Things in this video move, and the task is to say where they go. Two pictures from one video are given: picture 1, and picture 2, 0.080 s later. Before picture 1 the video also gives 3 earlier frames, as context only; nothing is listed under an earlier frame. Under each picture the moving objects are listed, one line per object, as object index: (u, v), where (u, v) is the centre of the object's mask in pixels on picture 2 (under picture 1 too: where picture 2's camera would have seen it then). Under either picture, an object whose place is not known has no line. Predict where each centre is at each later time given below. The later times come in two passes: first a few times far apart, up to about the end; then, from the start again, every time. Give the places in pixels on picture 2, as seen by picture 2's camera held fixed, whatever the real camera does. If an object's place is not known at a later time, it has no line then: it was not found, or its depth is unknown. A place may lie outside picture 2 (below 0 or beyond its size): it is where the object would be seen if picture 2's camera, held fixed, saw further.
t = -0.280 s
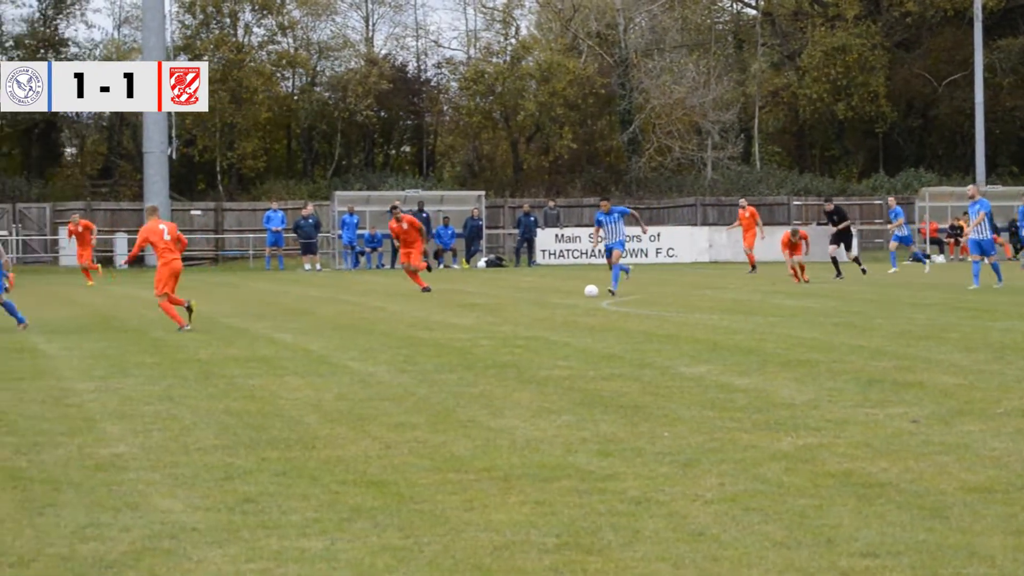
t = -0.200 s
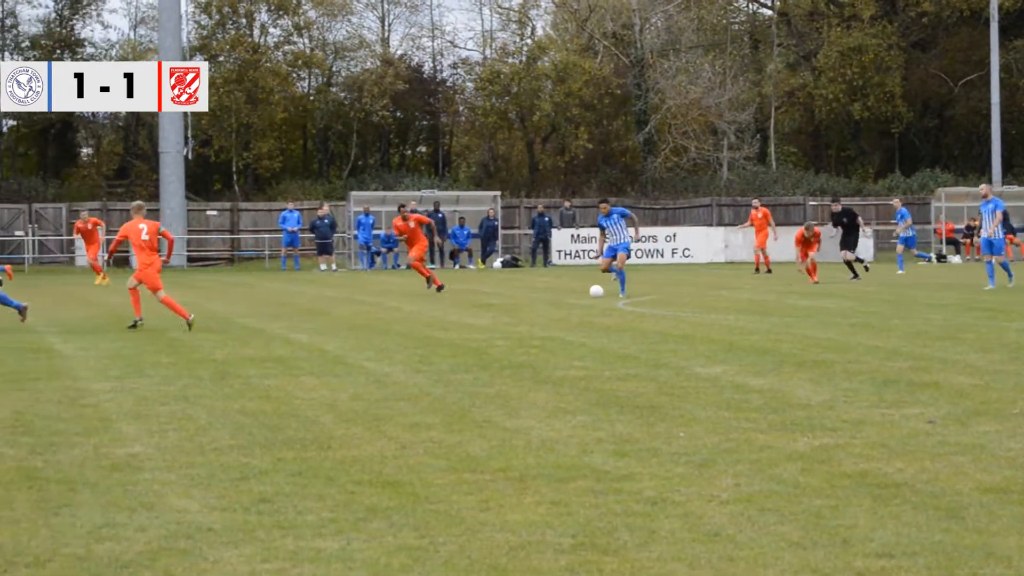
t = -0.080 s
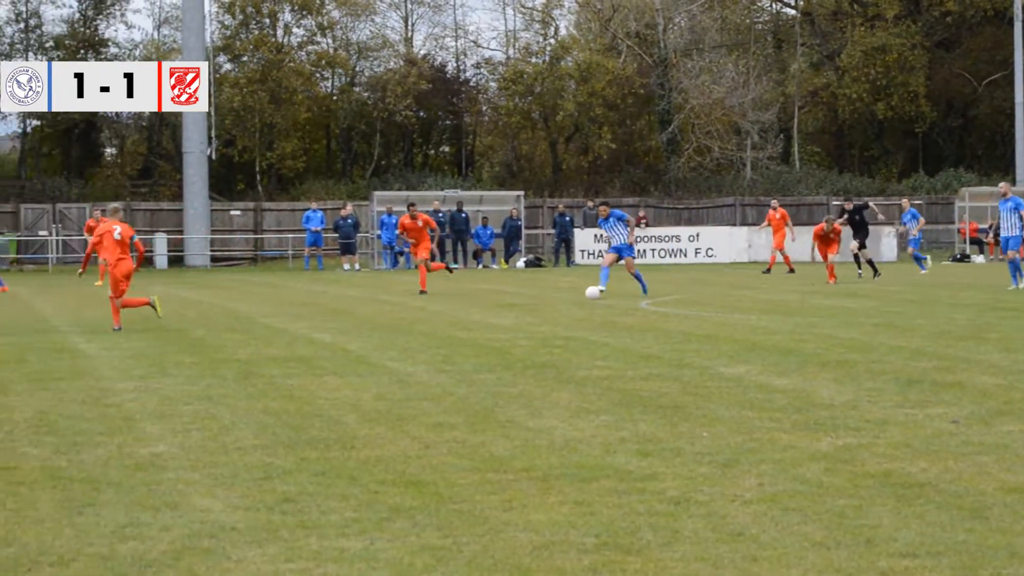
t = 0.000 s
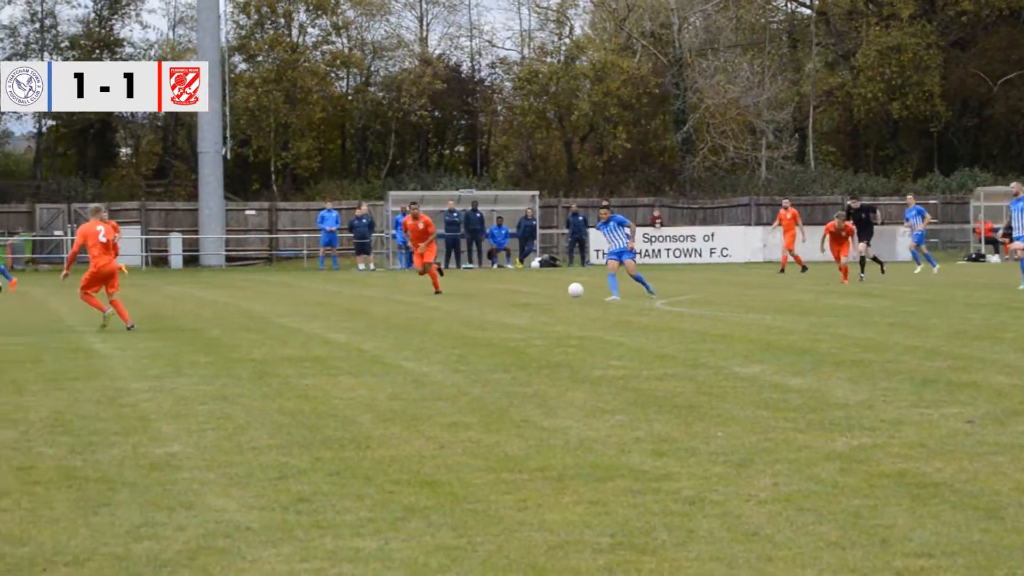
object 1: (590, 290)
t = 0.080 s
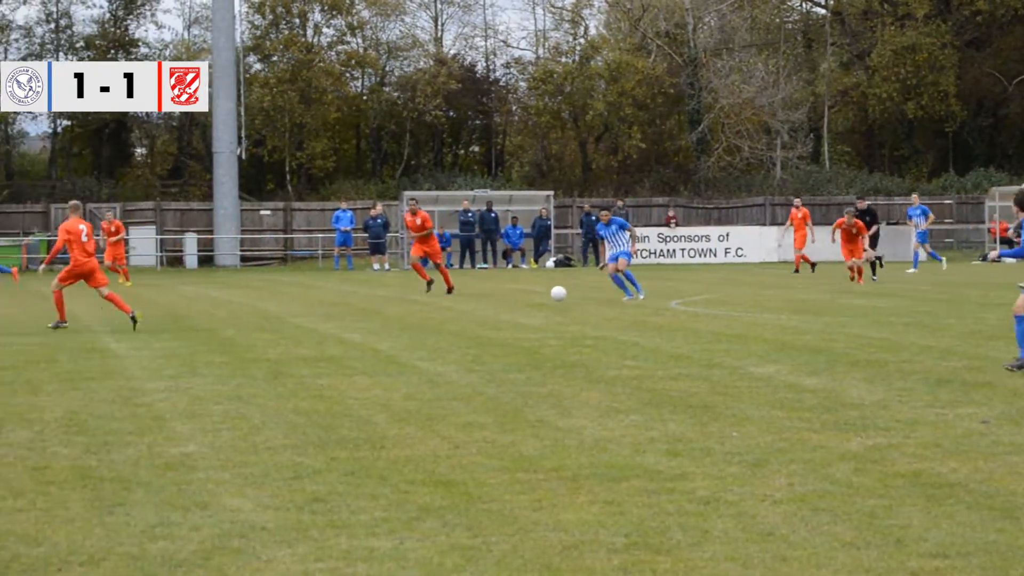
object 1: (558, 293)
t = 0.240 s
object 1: (497, 303)
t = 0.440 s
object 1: (428, 314)
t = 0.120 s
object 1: (542, 297)
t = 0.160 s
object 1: (526, 303)
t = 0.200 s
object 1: (511, 306)
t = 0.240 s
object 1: (497, 303)
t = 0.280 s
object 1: (484, 301)
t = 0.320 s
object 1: (470, 302)
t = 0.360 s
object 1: (456, 304)
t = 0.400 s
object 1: (442, 308)
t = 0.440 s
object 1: (428, 314)
